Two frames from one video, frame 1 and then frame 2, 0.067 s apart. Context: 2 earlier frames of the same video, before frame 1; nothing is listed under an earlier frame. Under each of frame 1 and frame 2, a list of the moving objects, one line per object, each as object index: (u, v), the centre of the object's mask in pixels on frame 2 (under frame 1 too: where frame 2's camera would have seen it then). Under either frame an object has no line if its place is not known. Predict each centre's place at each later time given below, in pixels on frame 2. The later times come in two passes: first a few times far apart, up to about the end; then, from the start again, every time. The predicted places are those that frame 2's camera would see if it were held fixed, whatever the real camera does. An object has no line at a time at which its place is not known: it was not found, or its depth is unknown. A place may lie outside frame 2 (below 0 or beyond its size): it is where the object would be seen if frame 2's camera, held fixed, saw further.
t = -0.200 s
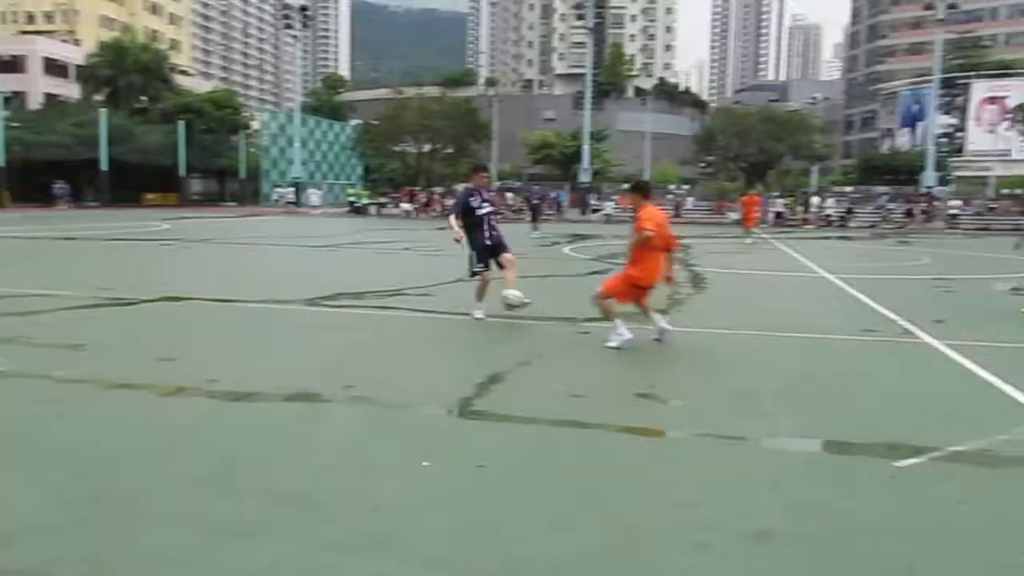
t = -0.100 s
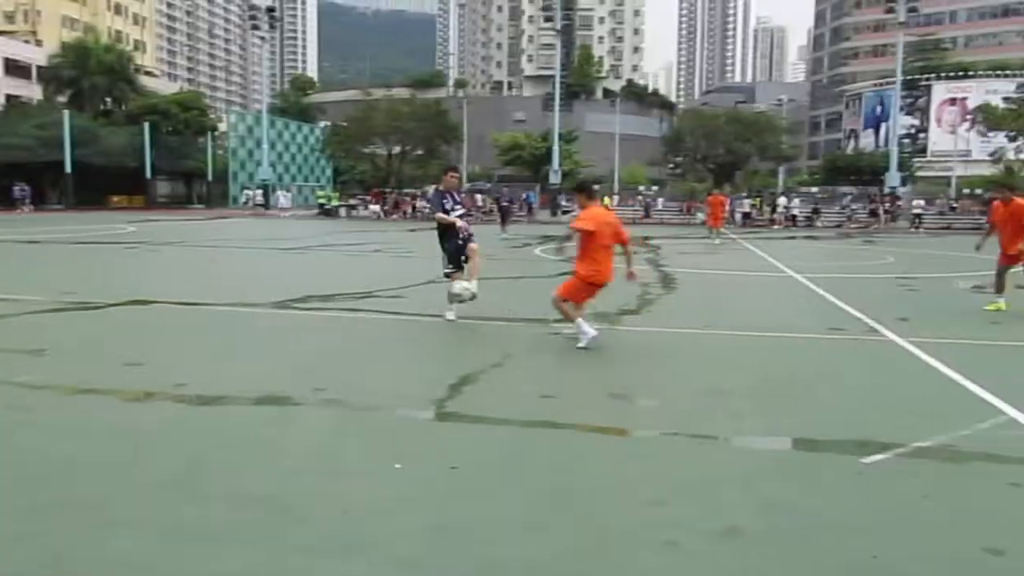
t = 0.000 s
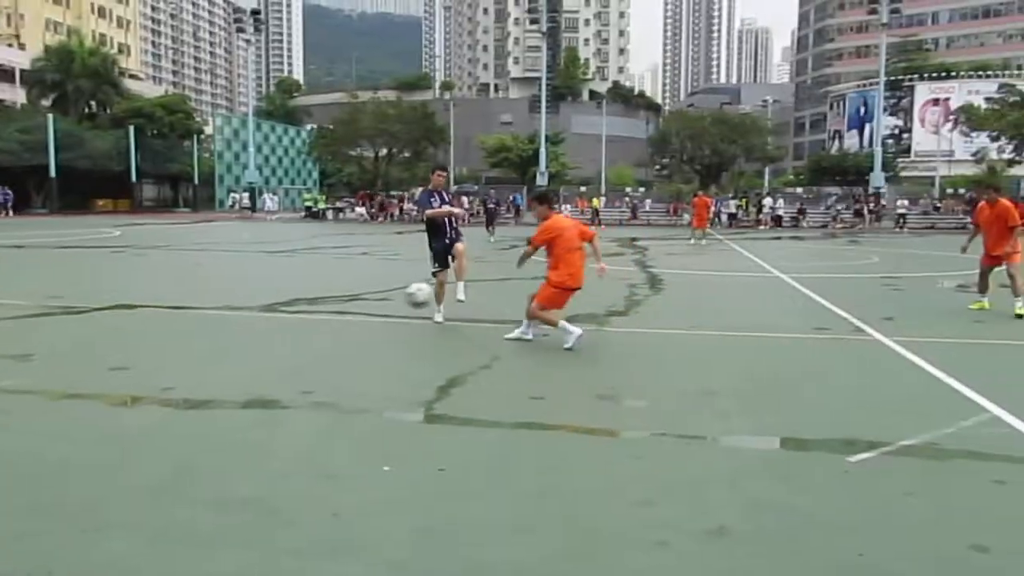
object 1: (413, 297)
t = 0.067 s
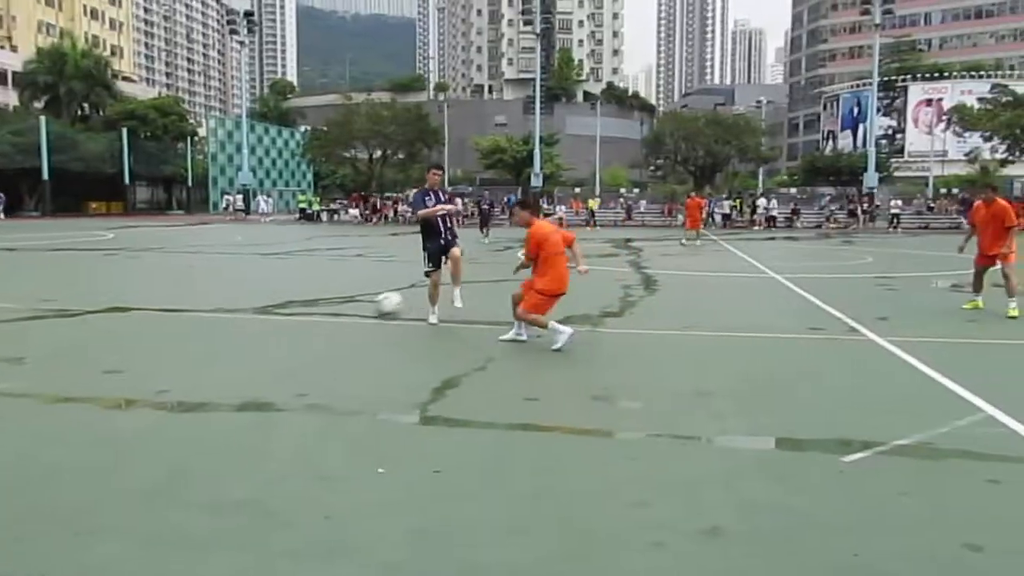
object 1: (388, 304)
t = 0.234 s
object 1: (299, 374)
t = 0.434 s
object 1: (137, 480)
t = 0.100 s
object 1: (374, 314)
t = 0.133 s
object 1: (358, 324)
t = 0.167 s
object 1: (341, 337)
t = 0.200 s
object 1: (322, 353)
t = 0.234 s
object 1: (299, 374)
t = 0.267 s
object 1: (275, 398)
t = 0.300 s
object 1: (248, 428)
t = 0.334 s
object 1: (214, 467)
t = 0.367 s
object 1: (187, 488)
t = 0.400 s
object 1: (162, 483)
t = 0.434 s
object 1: (137, 480)
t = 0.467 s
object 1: (107, 480)
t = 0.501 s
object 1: (73, 482)
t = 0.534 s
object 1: (38, 487)
